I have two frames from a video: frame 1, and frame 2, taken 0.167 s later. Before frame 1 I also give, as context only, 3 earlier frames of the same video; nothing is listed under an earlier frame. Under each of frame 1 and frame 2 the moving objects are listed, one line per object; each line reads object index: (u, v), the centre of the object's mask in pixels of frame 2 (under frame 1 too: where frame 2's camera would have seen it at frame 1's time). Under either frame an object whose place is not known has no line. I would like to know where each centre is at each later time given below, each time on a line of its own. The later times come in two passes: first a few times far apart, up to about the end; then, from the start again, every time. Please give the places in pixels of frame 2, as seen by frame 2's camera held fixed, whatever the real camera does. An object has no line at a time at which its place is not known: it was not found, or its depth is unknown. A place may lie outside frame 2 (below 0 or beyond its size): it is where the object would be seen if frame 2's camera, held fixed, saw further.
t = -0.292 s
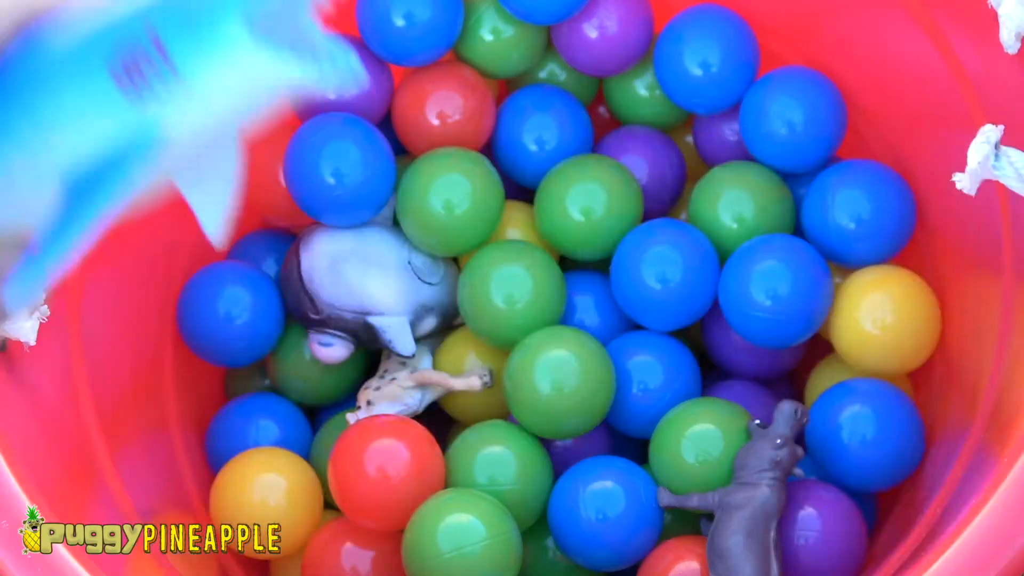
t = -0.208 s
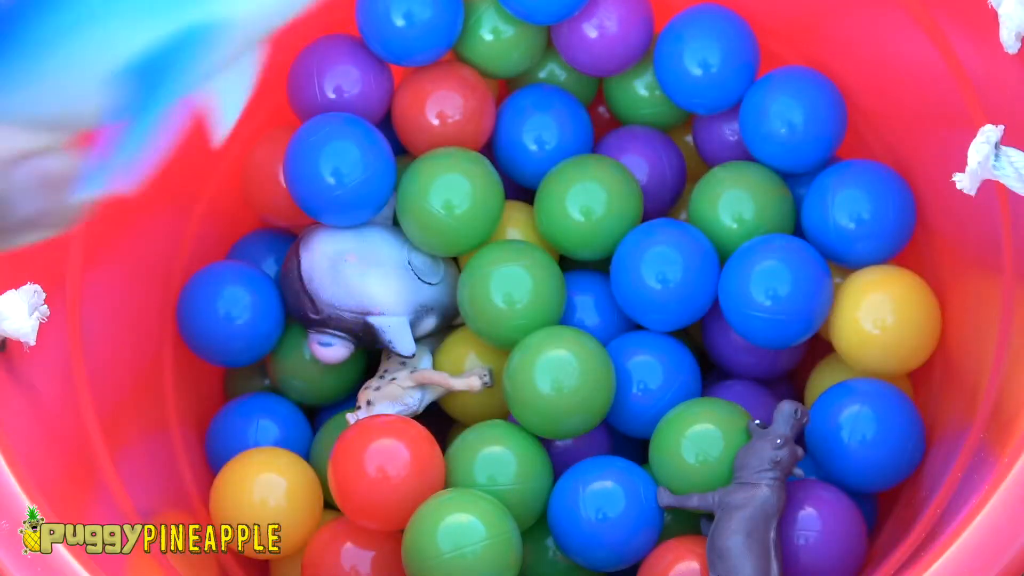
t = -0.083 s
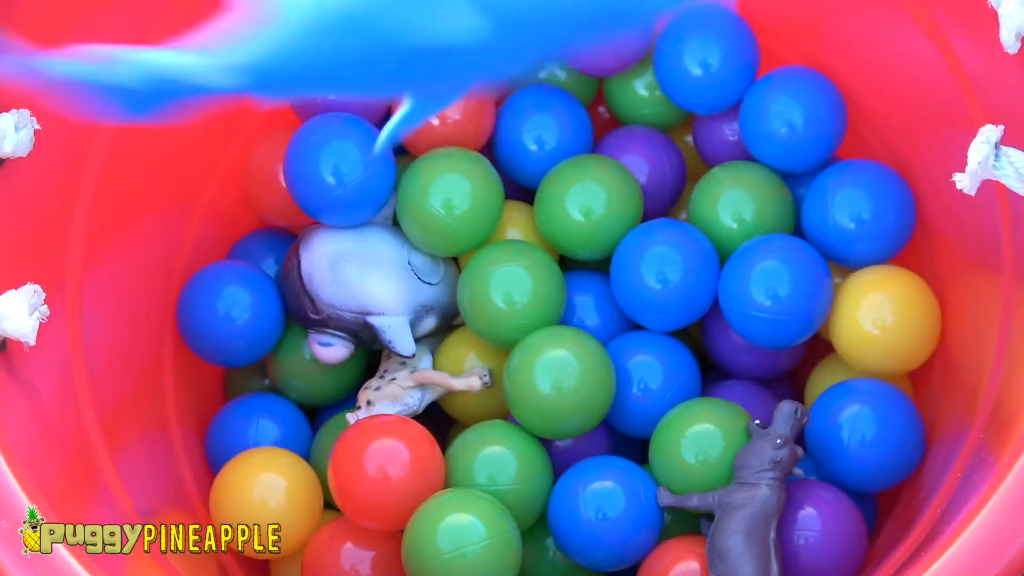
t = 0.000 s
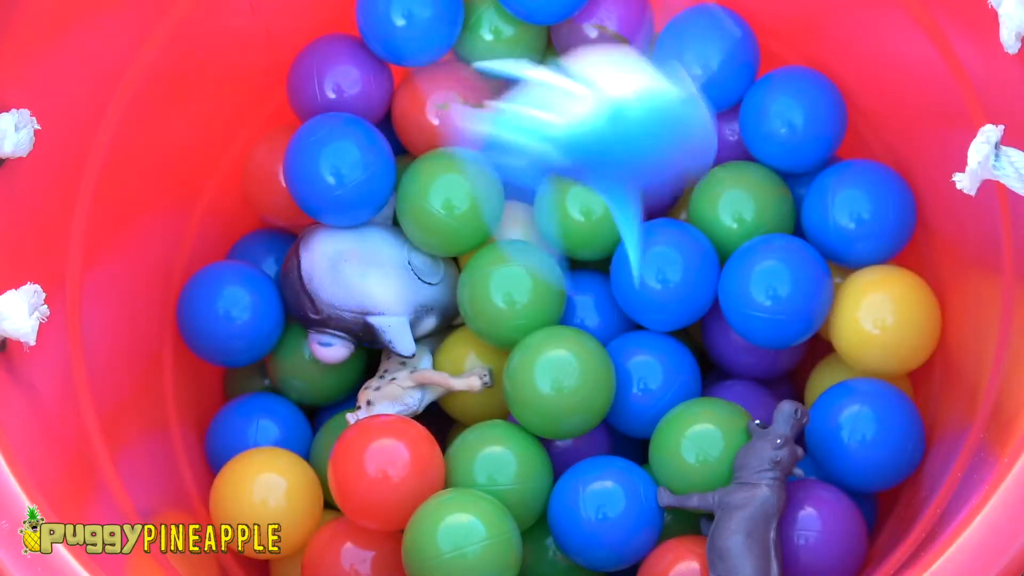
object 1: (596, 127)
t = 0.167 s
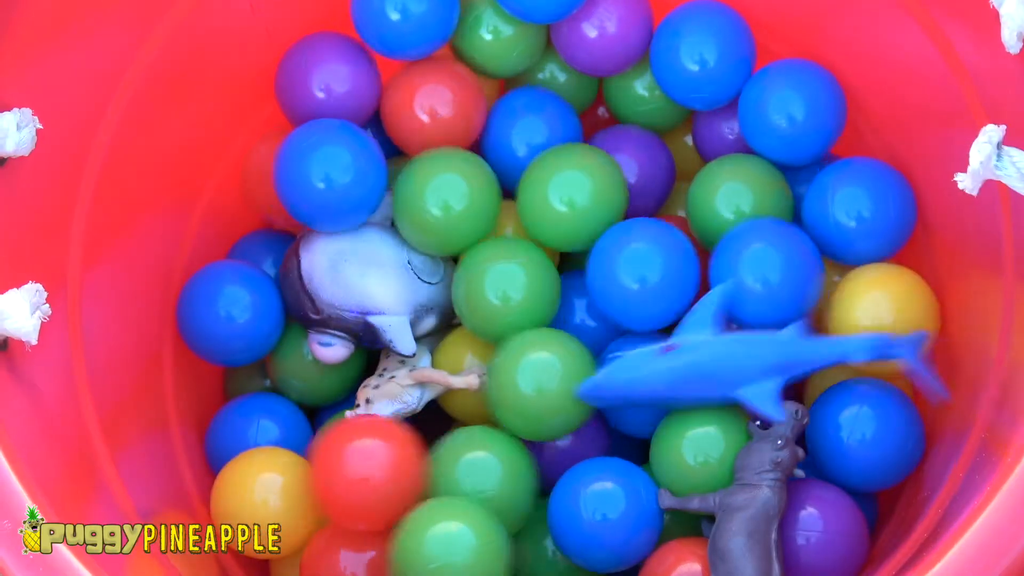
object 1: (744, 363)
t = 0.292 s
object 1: (701, 366)
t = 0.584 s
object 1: (727, 357)
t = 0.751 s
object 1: (727, 357)
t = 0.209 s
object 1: (716, 373)
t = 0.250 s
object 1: (704, 372)
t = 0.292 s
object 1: (701, 366)
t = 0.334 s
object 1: (709, 361)
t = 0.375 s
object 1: (715, 358)
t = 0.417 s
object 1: (723, 358)
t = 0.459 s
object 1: (728, 356)
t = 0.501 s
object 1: (727, 356)
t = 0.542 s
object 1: (727, 357)
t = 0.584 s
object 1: (727, 357)
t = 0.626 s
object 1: (727, 357)
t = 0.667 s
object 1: (727, 357)
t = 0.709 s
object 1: (727, 357)
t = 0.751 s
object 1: (727, 357)
